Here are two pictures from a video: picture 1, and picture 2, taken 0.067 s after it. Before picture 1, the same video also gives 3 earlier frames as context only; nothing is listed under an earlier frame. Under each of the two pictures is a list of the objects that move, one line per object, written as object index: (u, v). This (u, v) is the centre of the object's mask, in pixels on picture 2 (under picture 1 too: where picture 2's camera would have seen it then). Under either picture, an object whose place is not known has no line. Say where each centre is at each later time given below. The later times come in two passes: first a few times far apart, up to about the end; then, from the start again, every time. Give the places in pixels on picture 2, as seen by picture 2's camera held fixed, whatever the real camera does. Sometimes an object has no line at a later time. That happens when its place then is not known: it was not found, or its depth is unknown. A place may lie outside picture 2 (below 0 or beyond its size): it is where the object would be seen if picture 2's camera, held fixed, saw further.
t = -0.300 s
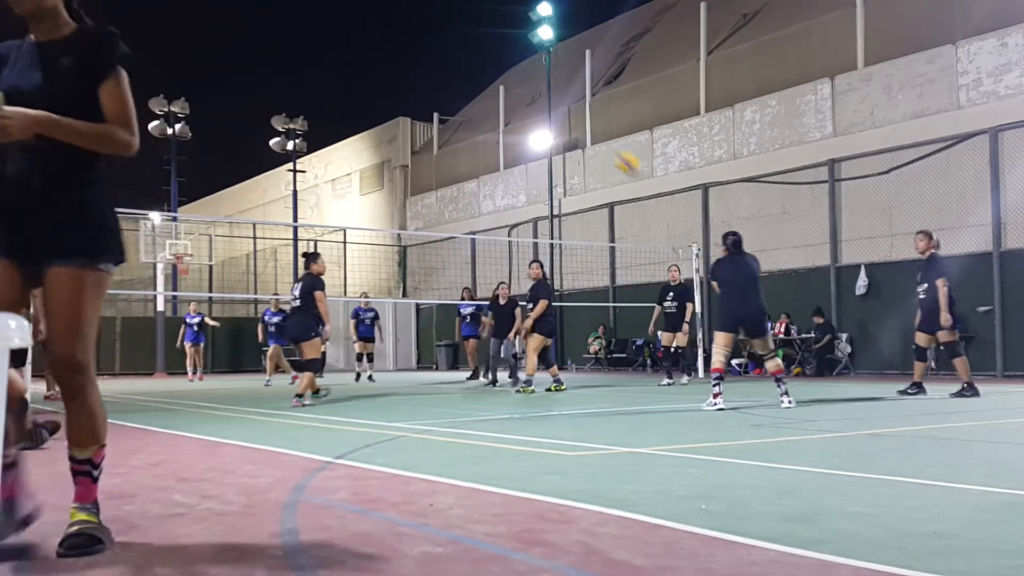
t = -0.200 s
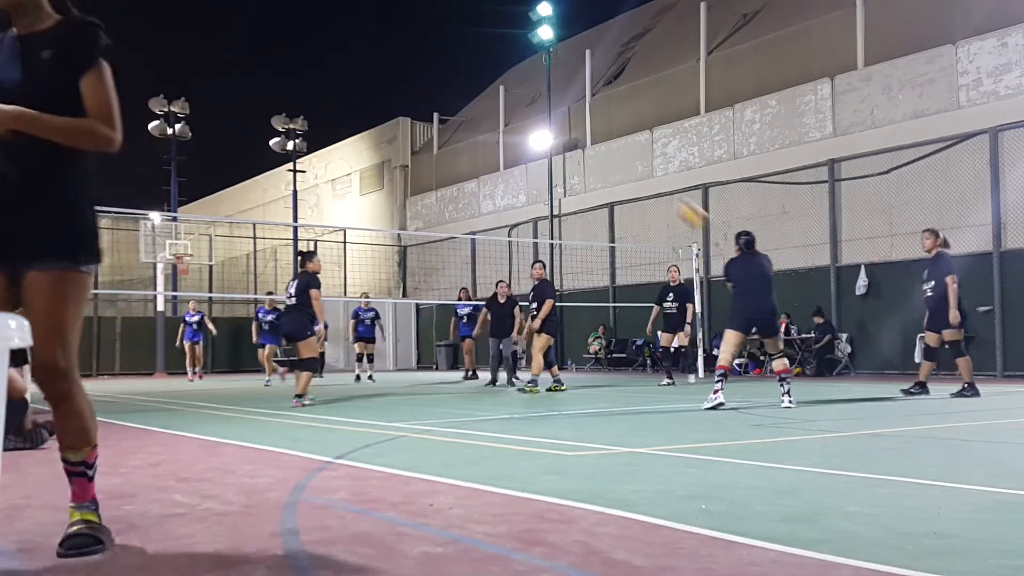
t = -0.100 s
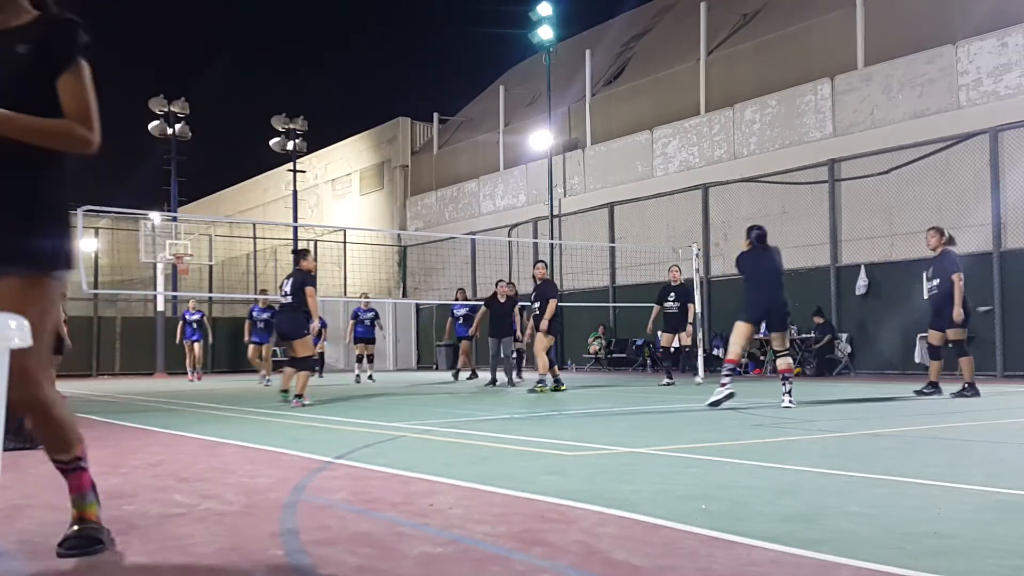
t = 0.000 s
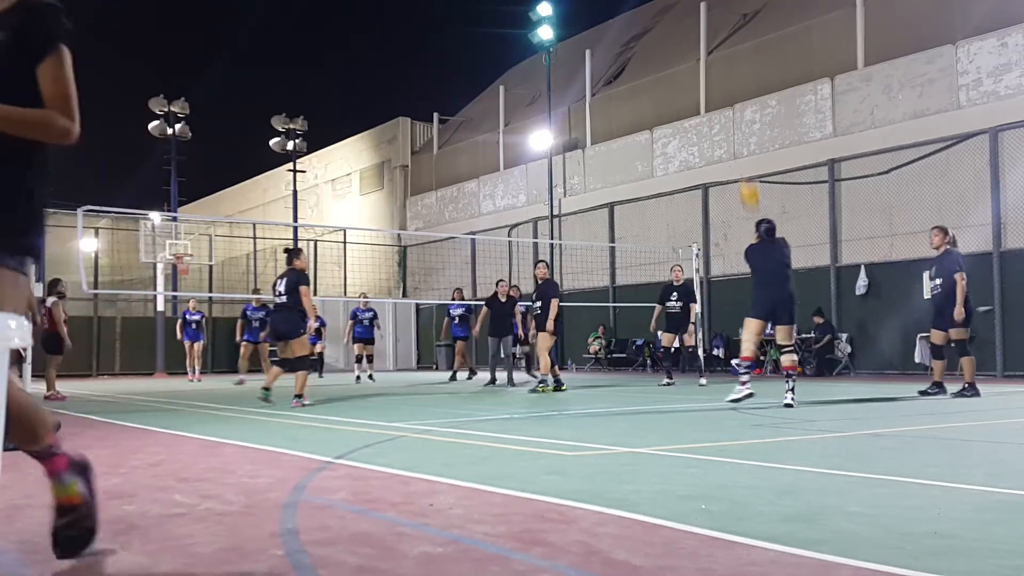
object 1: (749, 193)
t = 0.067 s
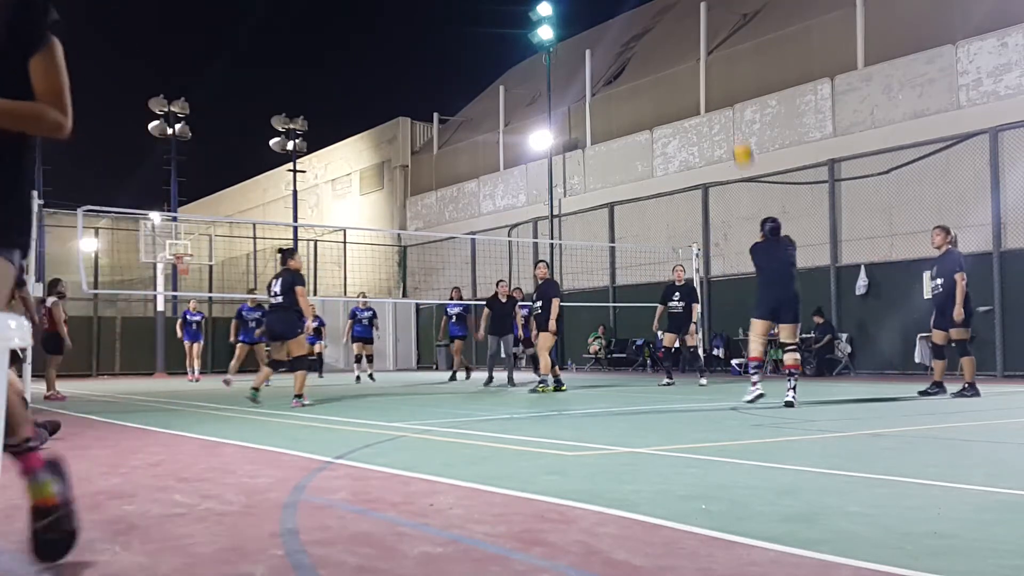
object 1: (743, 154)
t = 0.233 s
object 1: (728, 73)
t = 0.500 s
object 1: (714, 18)
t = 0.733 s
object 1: (703, 23)
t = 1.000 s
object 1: (693, 81)
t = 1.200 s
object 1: (689, 154)
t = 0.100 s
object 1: (739, 135)
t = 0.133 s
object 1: (736, 116)
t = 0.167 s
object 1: (734, 100)
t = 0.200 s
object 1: (731, 86)
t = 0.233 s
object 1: (728, 73)
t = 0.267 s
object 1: (726, 62)
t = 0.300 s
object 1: (724, 51)
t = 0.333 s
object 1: (722, 42)
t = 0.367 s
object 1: (720, 35)
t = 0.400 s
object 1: (719, 29)
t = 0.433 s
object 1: (717, 24)
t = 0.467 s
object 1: (715, 20)
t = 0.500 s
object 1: (714, 18)
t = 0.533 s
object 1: (712, 15)
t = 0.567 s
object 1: (710, 14)
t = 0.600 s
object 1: (709, 14)
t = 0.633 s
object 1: (707, 15)
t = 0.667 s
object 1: (706, 17)
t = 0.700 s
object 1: (705, 19)
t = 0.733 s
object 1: (703, 23)
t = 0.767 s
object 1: (702, 27)
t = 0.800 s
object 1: (700, 33)
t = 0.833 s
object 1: (699, 39)
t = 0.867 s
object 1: (698, 45)
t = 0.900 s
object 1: (697, 54)
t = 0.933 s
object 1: (696, 62)
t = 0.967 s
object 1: (694, 72)
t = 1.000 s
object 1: (693, 81)
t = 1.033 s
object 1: (692, 91)
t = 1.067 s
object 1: (691, 102)
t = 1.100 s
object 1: (691, 113)
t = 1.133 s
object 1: (691, 126)
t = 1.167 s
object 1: (691, 139)
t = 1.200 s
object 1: (689, 154)
